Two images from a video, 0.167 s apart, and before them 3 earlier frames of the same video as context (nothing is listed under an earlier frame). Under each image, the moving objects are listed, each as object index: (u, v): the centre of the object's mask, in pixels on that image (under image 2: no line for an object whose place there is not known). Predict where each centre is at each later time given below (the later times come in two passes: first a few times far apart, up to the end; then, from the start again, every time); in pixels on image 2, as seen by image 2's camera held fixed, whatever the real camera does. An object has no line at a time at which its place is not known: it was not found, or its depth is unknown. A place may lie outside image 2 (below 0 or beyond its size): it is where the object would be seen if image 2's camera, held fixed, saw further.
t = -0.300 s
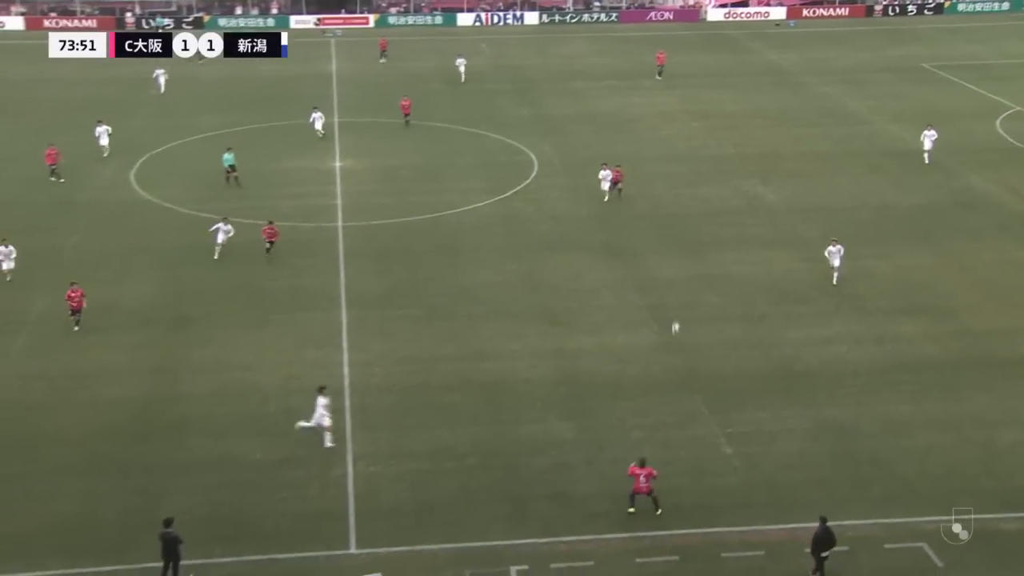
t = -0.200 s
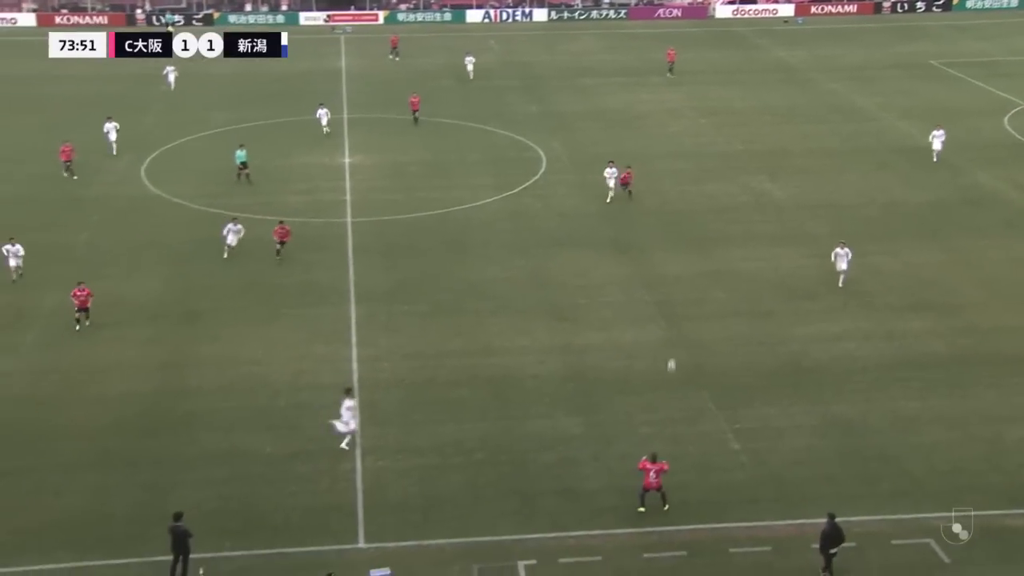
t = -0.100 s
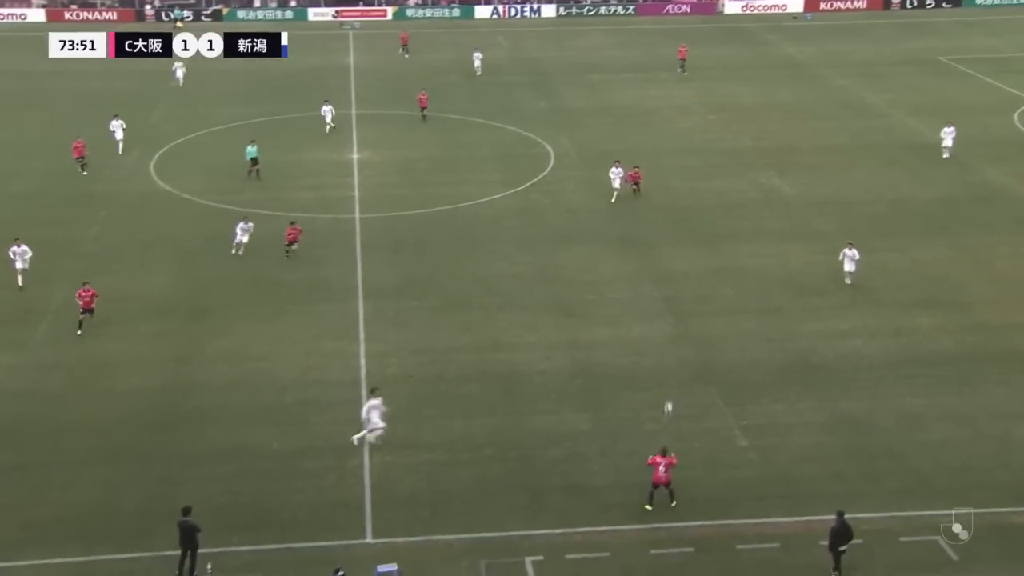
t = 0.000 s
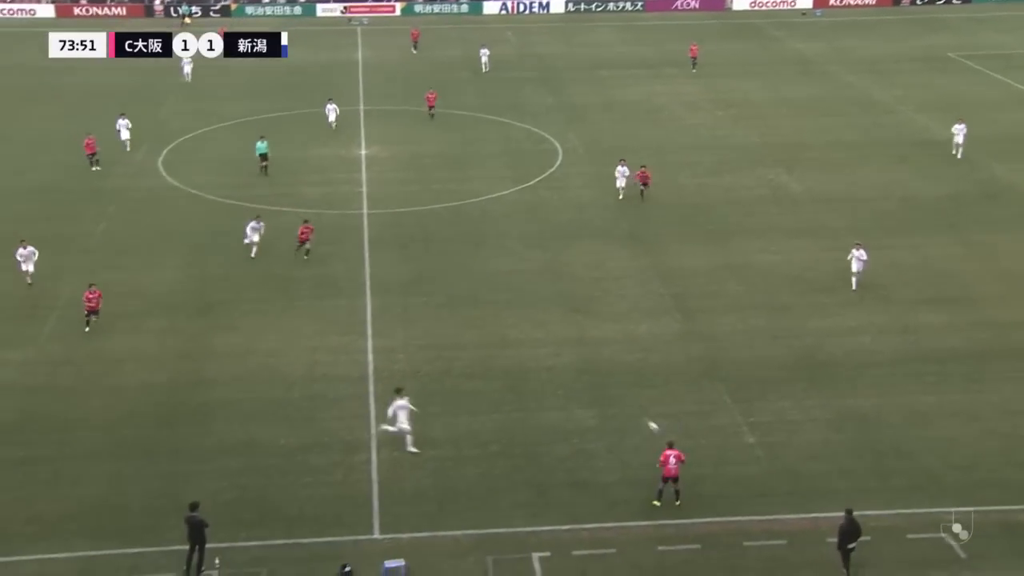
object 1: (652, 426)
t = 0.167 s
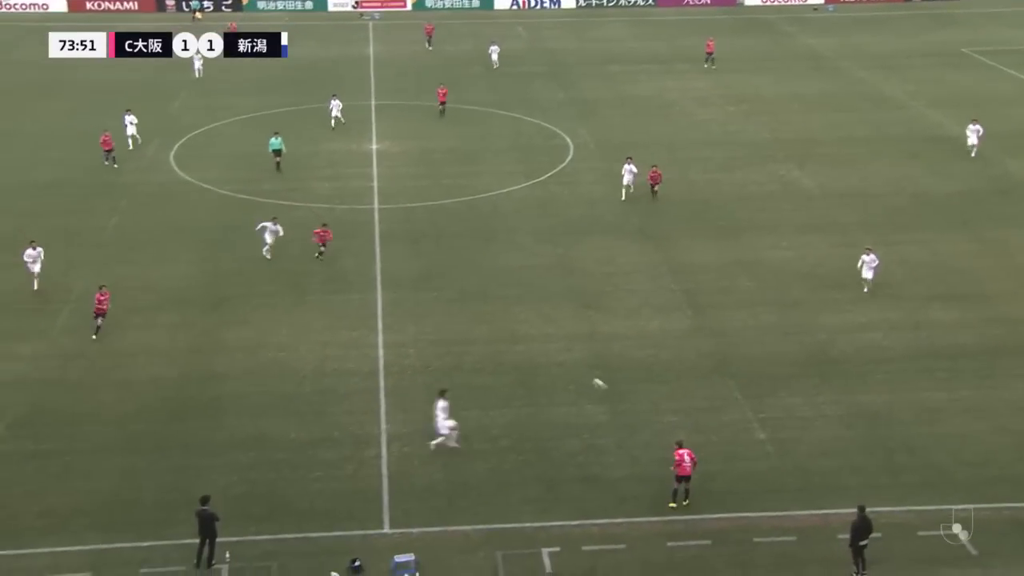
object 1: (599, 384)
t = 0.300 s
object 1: (546, 360)
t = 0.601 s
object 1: (440, 339)
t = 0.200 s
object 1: (584, 376)
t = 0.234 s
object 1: (575, 372)
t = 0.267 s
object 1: (560, 366)
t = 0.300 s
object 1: (546, 360)
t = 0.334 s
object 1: (538, 357)
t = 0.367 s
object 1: (524, 352)
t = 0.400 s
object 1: (511, 349)
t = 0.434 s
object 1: (501, 347)
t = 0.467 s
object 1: (488, 344)
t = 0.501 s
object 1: (475, 342)
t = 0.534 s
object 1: (467, 341)
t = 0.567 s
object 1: (453, 339)
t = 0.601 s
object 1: (440, 339)
